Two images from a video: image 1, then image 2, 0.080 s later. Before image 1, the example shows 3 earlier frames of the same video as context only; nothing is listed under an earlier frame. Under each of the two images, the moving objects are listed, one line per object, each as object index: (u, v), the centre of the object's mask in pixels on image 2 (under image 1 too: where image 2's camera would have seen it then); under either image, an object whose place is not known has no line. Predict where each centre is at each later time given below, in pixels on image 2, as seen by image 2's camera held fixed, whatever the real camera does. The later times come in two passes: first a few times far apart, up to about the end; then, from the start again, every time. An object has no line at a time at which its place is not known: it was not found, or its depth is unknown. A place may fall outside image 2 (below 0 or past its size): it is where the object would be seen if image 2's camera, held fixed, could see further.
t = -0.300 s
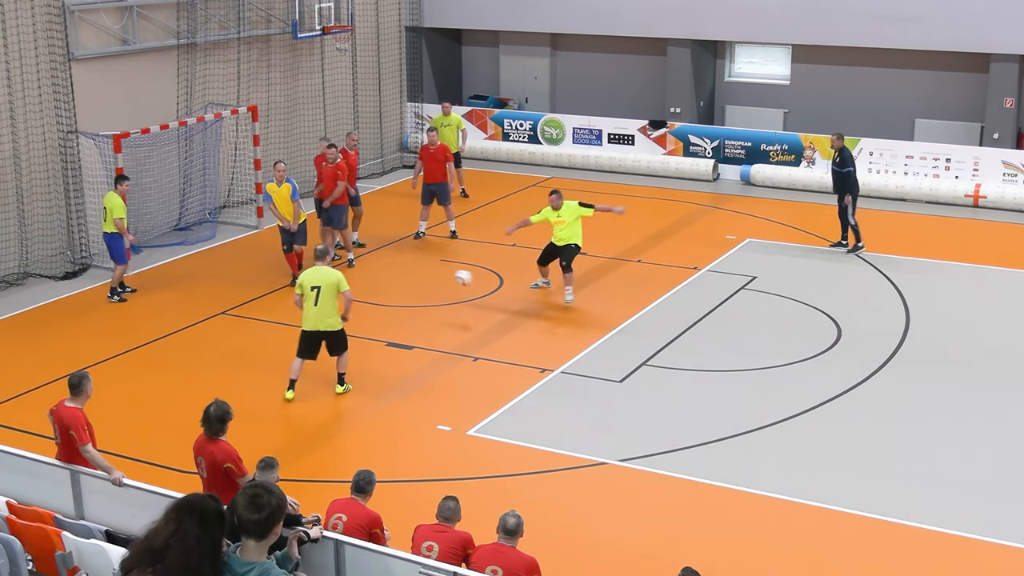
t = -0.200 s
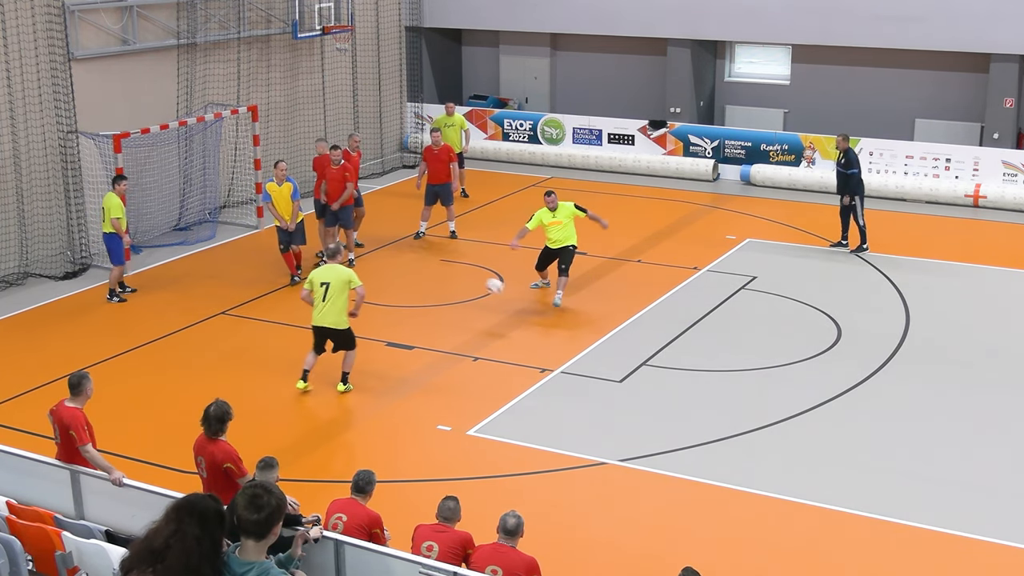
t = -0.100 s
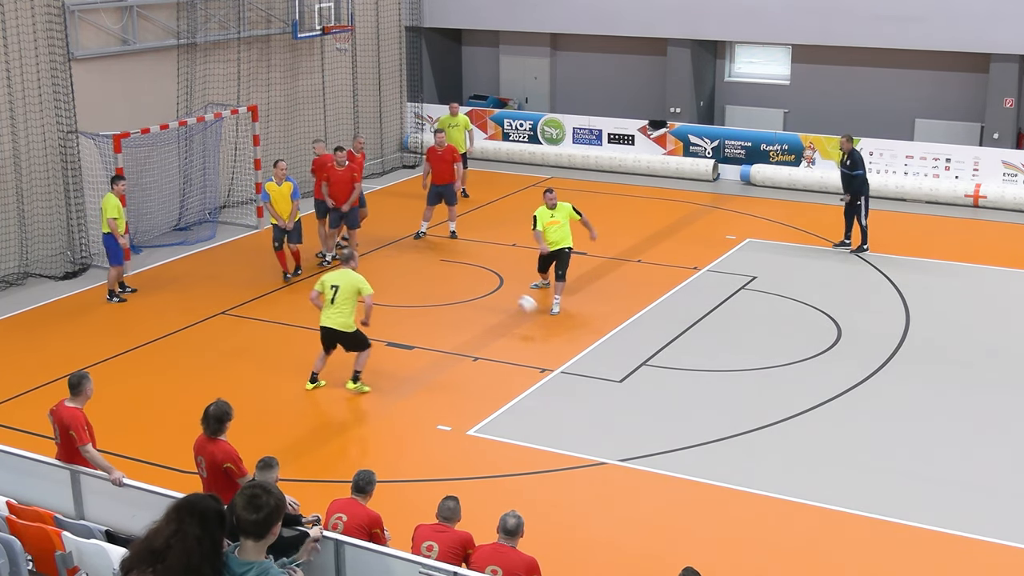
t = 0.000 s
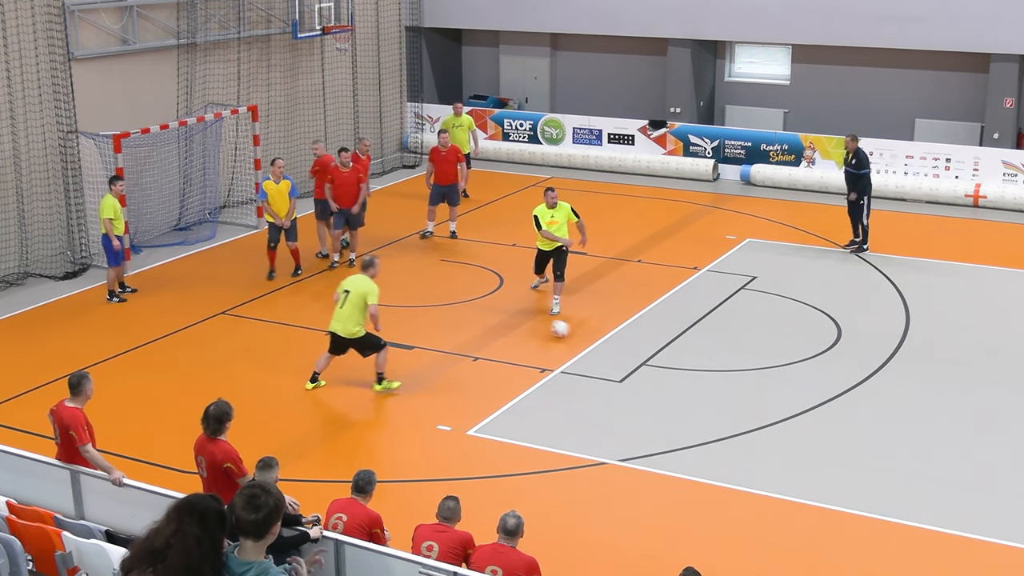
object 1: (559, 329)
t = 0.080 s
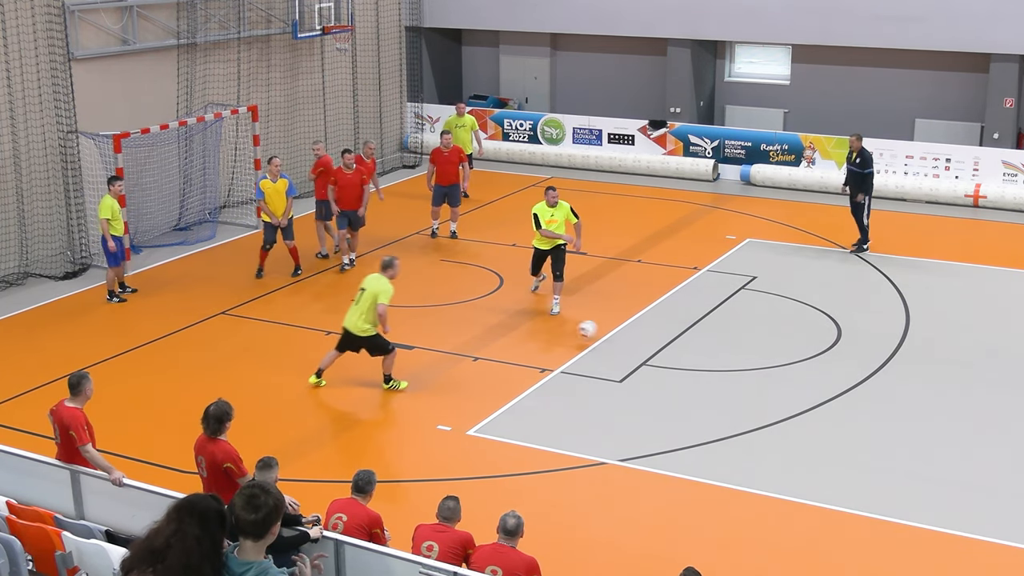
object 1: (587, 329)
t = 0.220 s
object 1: (635, 336)
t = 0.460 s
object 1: (724, 364)
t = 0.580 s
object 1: (772, 378)
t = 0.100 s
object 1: (593, 329)
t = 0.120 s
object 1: (600, 329)
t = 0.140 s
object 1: (607, 329)
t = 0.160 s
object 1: (614, 330)
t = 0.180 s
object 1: (622, 332)
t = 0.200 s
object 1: (629, 335)
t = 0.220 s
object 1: (635, 336)
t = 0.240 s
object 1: (643, 339)
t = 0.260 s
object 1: (649, 342)
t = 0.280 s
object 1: (657, 345)
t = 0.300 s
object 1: (664, 349)
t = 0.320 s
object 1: (673, 354)
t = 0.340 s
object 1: (679, 356)
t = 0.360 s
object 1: (686, 357)
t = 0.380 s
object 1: (693, 357)
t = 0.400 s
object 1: (701, 359)
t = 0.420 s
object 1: (708, 359)
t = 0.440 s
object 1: (717, 361)
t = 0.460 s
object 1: (724, 364)
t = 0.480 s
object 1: (732, 366)
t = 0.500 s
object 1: (739, 370)
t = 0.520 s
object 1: (747, 373)
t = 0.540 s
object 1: (755, 375)
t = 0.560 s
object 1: (763, 376)
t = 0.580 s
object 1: (772, 378)
